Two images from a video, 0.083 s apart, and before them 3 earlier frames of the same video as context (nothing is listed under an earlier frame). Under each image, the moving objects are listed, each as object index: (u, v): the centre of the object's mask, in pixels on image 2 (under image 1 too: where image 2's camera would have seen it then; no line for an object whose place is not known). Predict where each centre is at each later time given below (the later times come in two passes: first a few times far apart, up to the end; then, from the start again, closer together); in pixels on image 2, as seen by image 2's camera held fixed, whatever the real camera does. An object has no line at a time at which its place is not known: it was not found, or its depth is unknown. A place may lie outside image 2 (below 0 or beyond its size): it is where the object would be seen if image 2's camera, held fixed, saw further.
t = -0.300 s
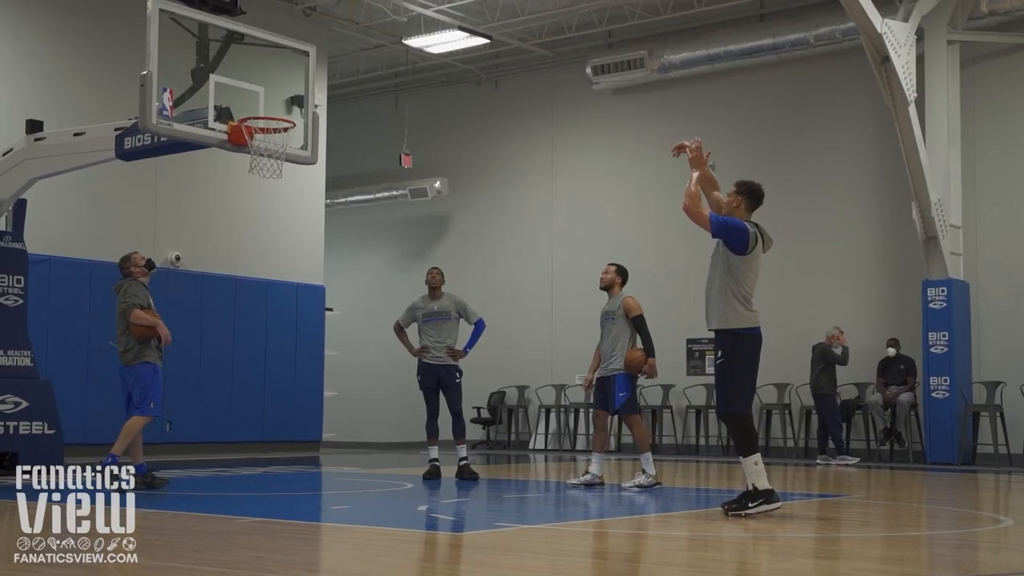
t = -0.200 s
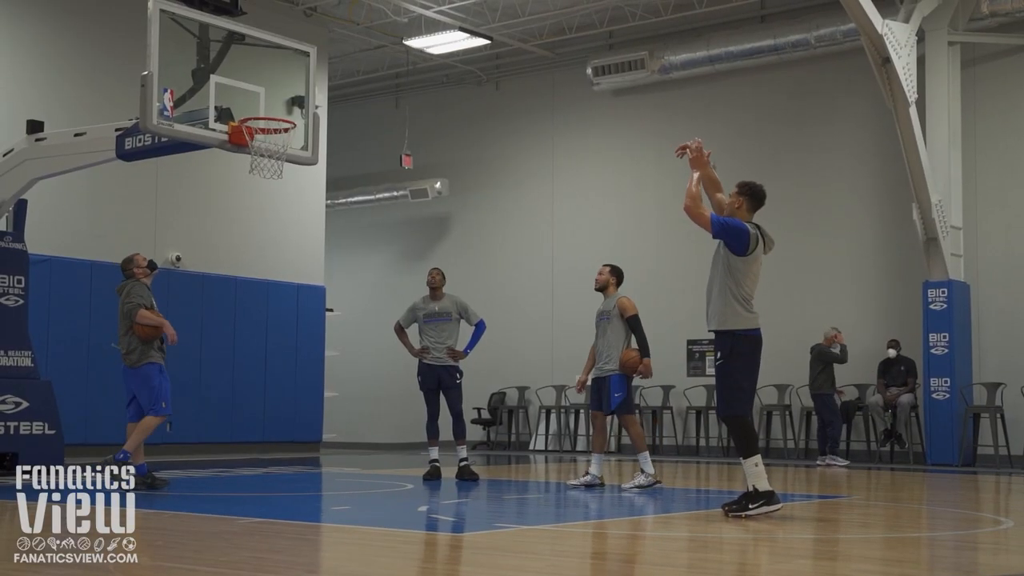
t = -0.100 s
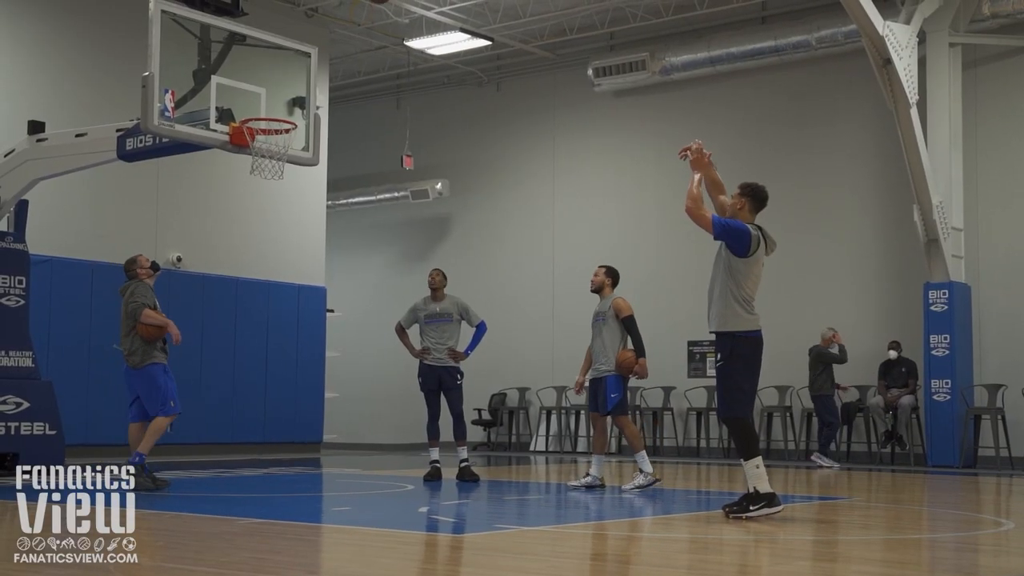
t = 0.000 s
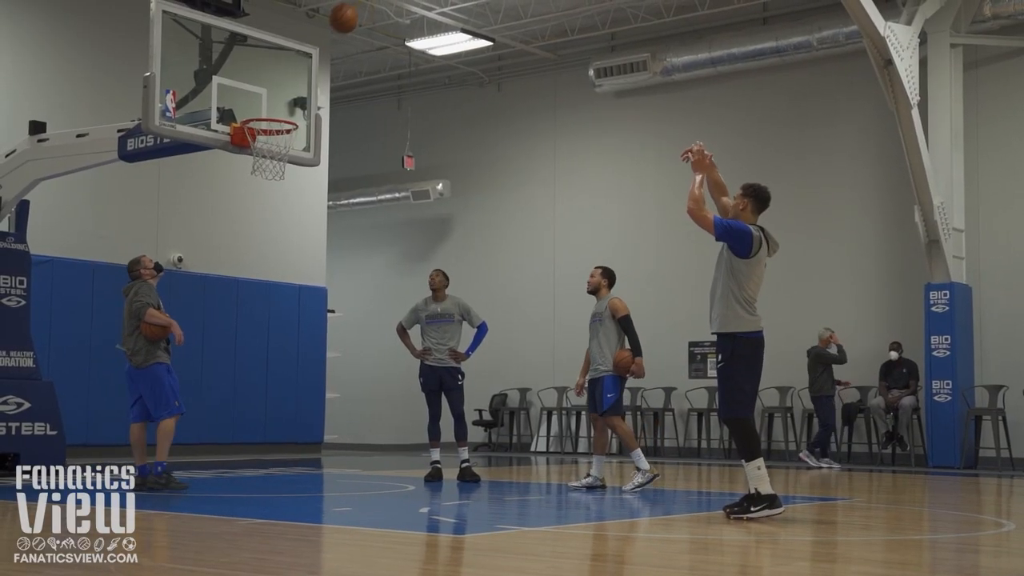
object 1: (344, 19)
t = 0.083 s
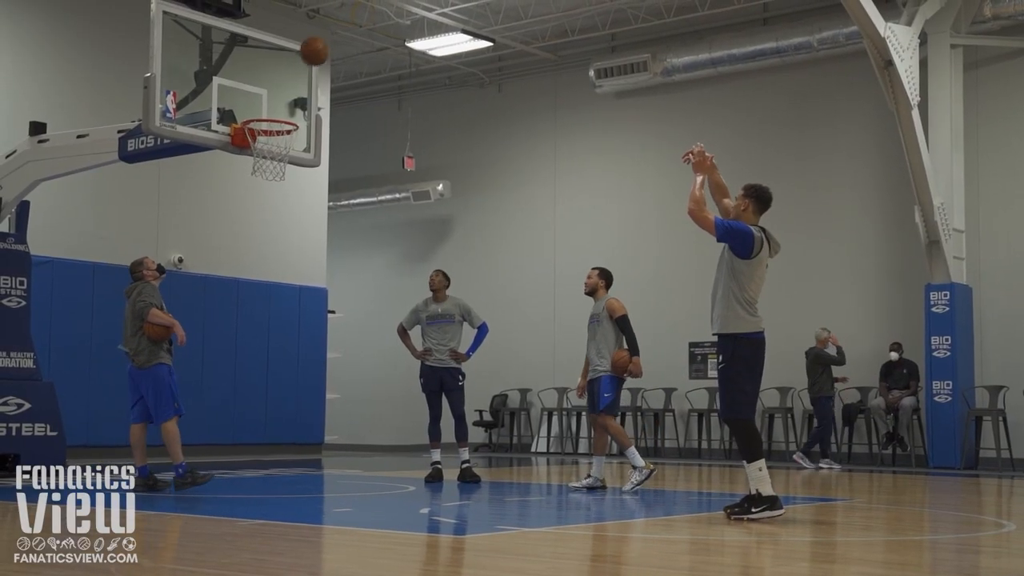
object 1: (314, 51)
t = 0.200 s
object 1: (274, 107)
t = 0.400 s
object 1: (281, 181)
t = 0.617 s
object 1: (301, 282)
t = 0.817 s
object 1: (319, 434)
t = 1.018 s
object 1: (341, 386)
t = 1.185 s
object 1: (361, 313)
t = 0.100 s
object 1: (308, 58)
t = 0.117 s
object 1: (302, 66)
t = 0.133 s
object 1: (297, 73)
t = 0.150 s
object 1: (291, 82)
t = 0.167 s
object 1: (286, 90)
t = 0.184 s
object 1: (280, 98)
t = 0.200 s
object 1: (274, 107)
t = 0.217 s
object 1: (269, 116)
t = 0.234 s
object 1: (264, 124)
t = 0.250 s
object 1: (262, 132)
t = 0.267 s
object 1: (267, 136)
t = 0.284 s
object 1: (270, 145)
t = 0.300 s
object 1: (270, 150)
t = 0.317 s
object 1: (272, 157)
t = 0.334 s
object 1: (274, 162)
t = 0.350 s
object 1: (276, 167)
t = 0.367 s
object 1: (278, 171)
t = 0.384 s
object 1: (279, 176)
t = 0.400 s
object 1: (281, 181)
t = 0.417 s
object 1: (282, 187)
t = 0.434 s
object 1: (284, 193)
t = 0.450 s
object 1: (285, 200)
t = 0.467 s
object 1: (287, 206)
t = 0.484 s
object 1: (289, 213)
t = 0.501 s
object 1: (290, 220)
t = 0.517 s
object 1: (292, 228)
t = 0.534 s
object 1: (293, 237)
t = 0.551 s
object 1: (295, 245)
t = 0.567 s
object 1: (296, 254)
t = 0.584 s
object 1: (298, 263)
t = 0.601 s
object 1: (299, 272)
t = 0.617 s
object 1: (301, 282)
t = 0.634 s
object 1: (302, 293)
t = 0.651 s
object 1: (304, 304)
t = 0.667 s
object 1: (305, 315)
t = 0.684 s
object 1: (307, 327)
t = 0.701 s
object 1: (308, 339)
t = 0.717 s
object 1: (310, 351)
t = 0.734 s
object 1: (311, 364)
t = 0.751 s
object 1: (313, 377)
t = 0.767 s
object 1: (315, 390)
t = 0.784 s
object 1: (316, 404)
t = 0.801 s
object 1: (317, 419)
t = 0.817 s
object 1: (319, 434)
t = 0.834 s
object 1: (320, 450)
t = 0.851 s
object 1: (322, 465)
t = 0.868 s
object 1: (323, 479)
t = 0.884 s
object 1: (325, 469)
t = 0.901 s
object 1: (327, 457)
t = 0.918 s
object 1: (329, 446)
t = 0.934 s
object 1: (331, 435)
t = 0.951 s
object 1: (333, 425)
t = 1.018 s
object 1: (341, 386)
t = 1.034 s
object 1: (343, 377)
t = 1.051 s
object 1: (345, 369)
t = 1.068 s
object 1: (347, 361)
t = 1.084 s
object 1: (349, 353)
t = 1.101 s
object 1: (351, 345)
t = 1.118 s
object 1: (353, 338)
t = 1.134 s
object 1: (355, 331)
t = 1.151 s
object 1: (357, 325)
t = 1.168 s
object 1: (359, 319)
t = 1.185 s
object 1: (361, 313)
